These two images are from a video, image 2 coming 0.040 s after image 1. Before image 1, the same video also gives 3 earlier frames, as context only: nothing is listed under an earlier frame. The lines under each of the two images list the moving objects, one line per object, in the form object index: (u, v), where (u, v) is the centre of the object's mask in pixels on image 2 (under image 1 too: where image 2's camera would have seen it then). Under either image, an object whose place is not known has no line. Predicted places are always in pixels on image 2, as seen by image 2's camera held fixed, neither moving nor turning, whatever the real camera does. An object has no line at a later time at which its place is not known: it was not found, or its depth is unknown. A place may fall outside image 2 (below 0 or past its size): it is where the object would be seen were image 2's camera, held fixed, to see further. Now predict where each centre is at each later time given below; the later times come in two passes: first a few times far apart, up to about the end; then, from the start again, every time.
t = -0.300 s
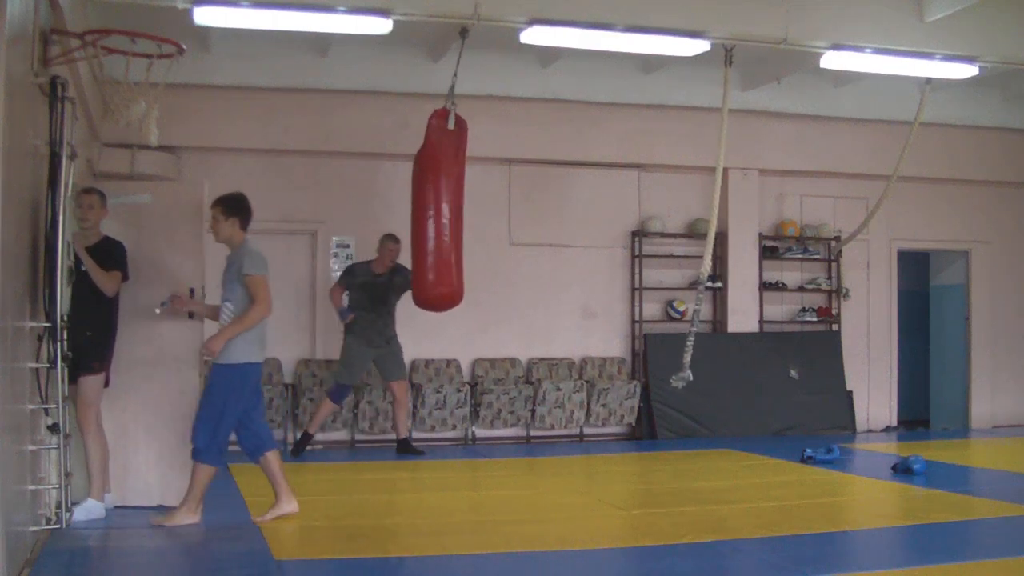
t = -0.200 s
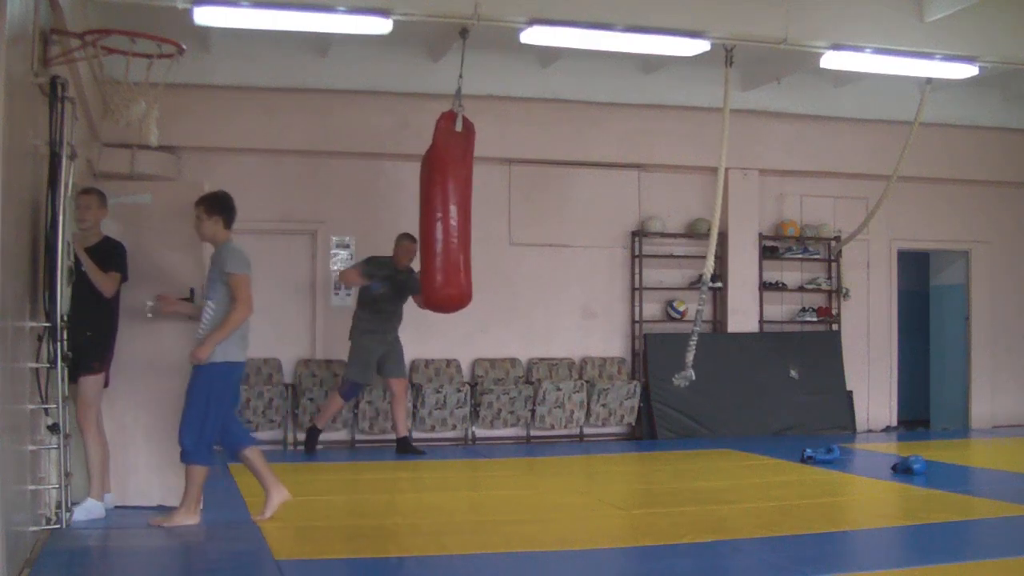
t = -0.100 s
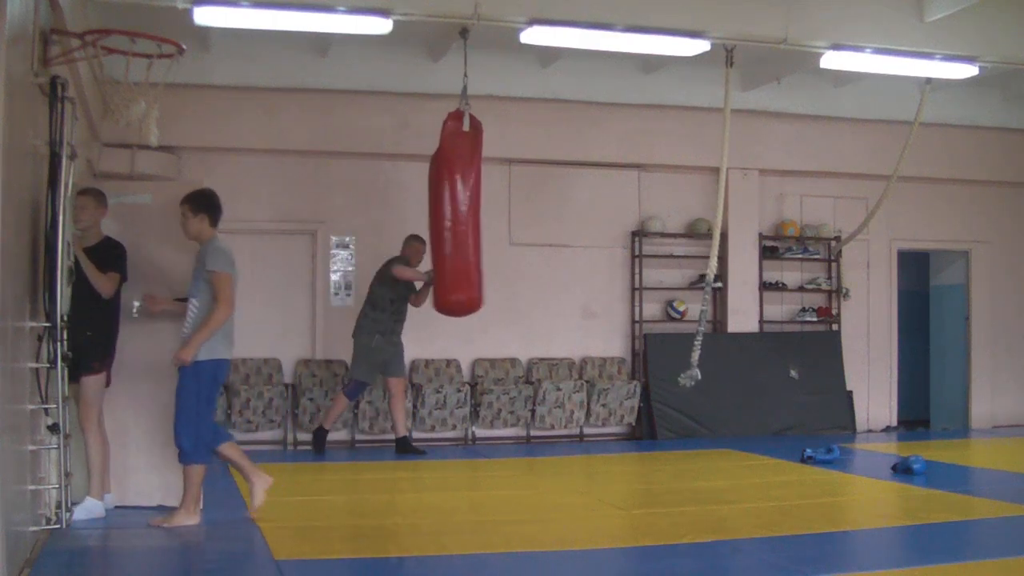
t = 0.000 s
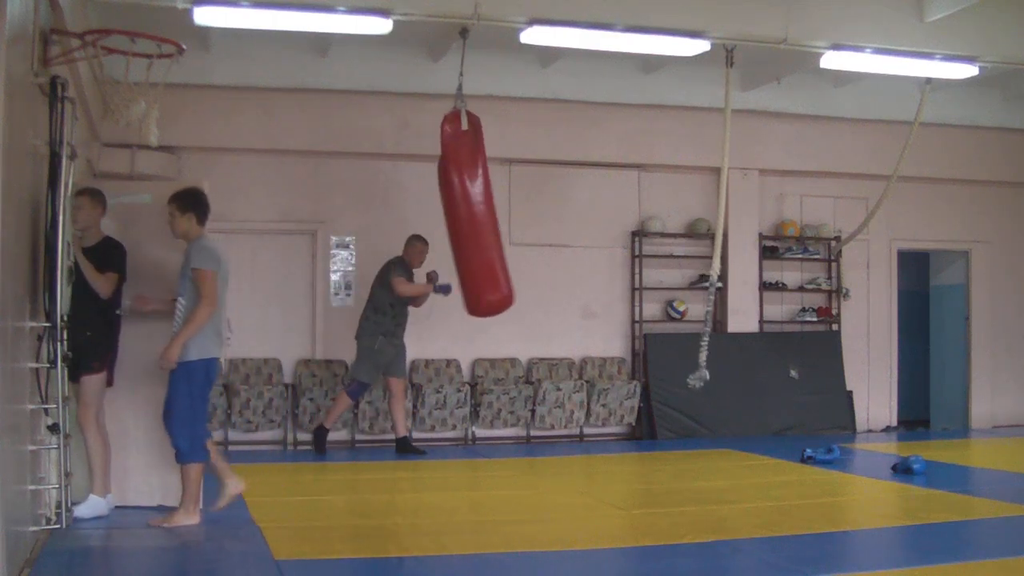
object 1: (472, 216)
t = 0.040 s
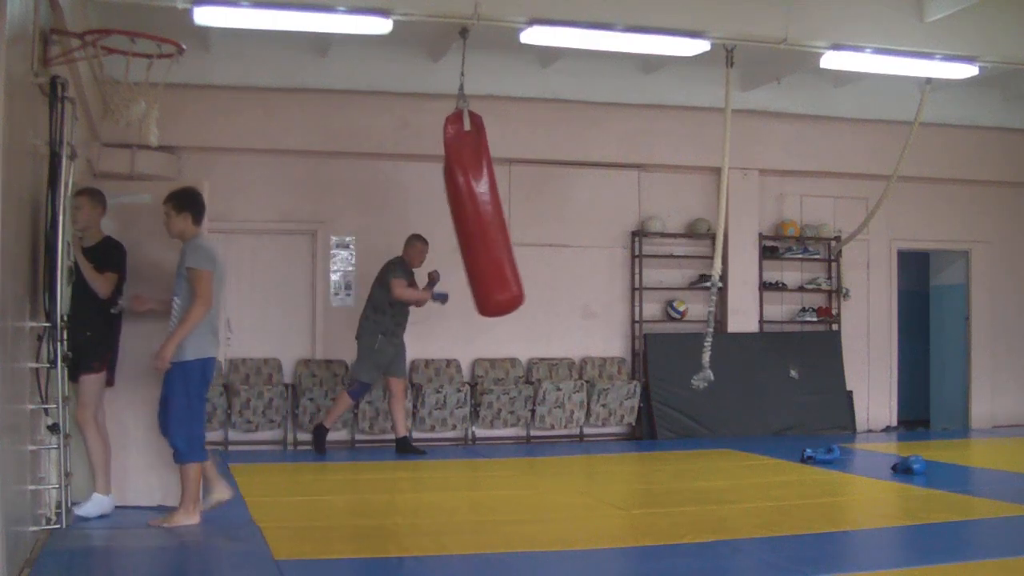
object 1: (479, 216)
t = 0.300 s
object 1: (519, 216)
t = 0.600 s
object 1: (532, 211)
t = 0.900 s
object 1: (515, 213)
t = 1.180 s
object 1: (478, 221)
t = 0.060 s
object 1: (483, 216)
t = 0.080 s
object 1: (487, 217)
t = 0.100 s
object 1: (490, 217)
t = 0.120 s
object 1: (494, 218)
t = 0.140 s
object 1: (498, 218)
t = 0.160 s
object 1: (501, 218)
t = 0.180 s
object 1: (504, 218)
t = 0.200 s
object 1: (507, 218)
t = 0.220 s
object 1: (510, 217)
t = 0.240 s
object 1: (513, 217)
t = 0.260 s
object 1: (515, 216)
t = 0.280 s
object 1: (517, 216)
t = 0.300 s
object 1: (519, 216)
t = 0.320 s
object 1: (521, 216)
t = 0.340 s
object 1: (522, 215)
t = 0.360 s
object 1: (524, 215)
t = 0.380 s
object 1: (525, 215)
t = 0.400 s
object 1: (526, 214)
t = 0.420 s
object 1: (527, 213)
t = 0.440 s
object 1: (528, 212)
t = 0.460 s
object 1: (529, 212)
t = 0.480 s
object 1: (529, 211)
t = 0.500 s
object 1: (530, 211)
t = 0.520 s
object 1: (531, 211)
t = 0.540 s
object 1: (531, 211)
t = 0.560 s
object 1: (532, 211)
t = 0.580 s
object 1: (532, 211)
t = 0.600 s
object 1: (532, 211)
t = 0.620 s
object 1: (532, 211)
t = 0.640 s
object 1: (532, 211)
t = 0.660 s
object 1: (532, 210)
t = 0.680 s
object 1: (531, 210)
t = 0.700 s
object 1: (530, 210)
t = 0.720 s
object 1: (530, 210)
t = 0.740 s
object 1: (528, 210)
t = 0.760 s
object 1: (527, 211)
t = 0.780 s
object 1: (526, 211)
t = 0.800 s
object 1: (524, 212)
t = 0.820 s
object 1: (523, 212)
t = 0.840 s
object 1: (521, 212)
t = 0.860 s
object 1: (519, 213)
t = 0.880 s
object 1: (517, 213)
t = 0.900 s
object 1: (515, 213)
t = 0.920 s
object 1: (512, 214)
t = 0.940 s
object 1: (510, 214)
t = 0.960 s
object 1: (508, 215)
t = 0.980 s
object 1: (505, 216)
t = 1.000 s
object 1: (503, 216)
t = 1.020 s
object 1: (500, 217)
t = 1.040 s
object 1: (498, 218)
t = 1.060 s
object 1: (495, 218)
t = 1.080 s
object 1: (492, 219)
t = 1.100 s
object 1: (490, 219)
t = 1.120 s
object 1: (487, 220)
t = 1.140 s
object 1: (484, 220)
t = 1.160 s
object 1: (481, 221)
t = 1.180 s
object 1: (478, 221)
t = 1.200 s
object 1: (474, 222)
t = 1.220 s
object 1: (471, 222)
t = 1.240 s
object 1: (468, 223)
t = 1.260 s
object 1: (464, 223)
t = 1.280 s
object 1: (461, 223)
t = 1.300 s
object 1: (458, 223)
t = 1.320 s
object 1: (454, 223)
